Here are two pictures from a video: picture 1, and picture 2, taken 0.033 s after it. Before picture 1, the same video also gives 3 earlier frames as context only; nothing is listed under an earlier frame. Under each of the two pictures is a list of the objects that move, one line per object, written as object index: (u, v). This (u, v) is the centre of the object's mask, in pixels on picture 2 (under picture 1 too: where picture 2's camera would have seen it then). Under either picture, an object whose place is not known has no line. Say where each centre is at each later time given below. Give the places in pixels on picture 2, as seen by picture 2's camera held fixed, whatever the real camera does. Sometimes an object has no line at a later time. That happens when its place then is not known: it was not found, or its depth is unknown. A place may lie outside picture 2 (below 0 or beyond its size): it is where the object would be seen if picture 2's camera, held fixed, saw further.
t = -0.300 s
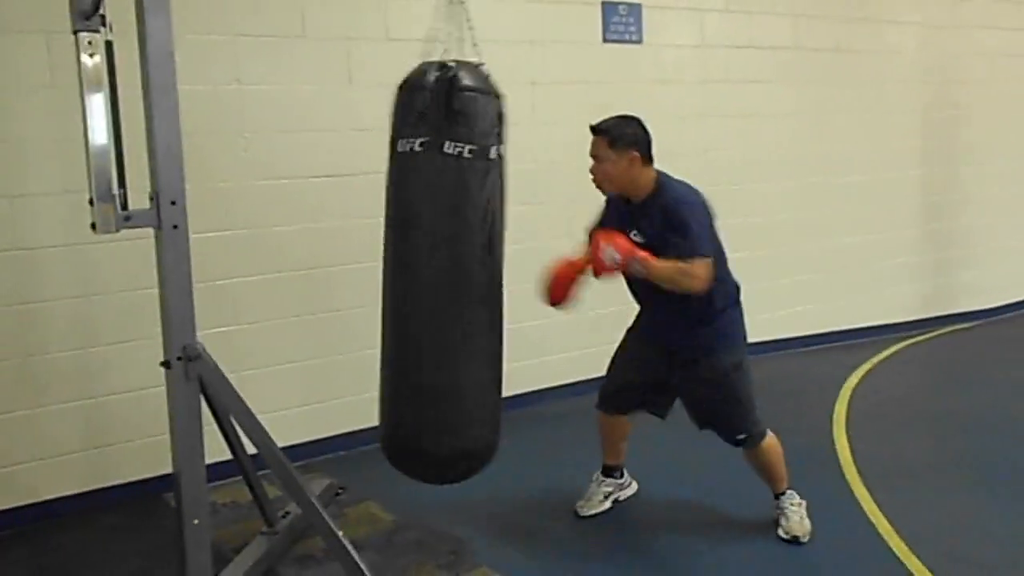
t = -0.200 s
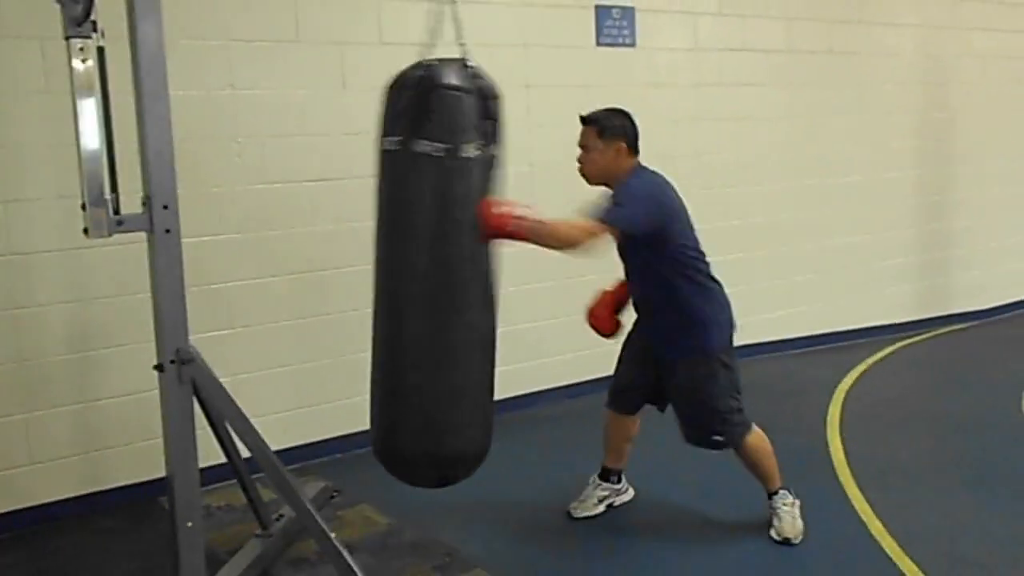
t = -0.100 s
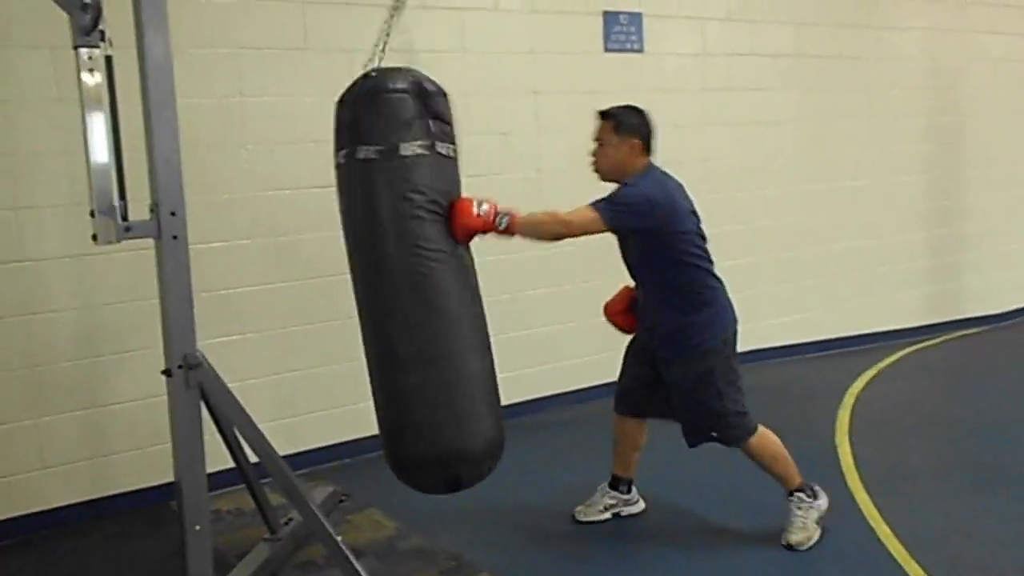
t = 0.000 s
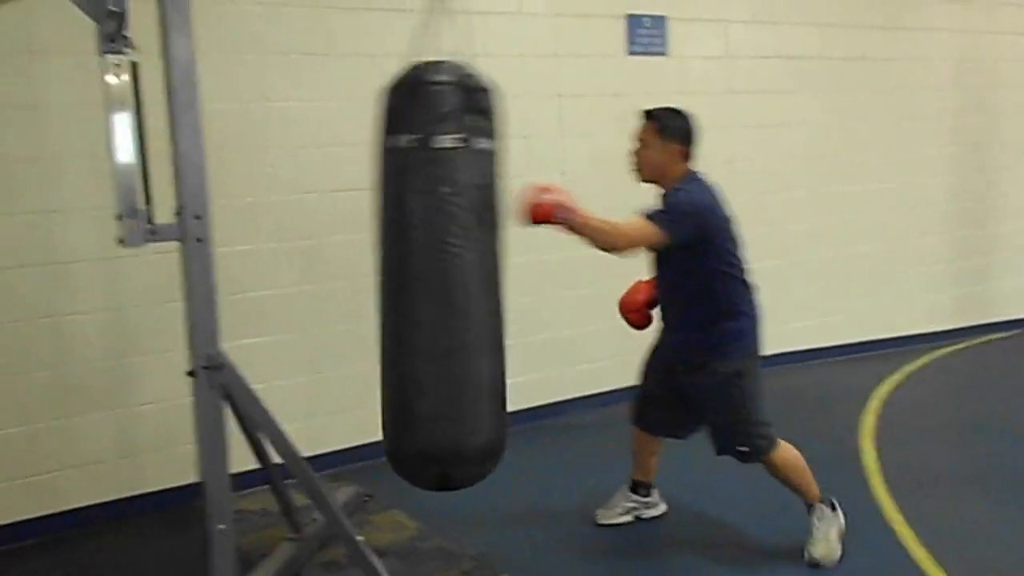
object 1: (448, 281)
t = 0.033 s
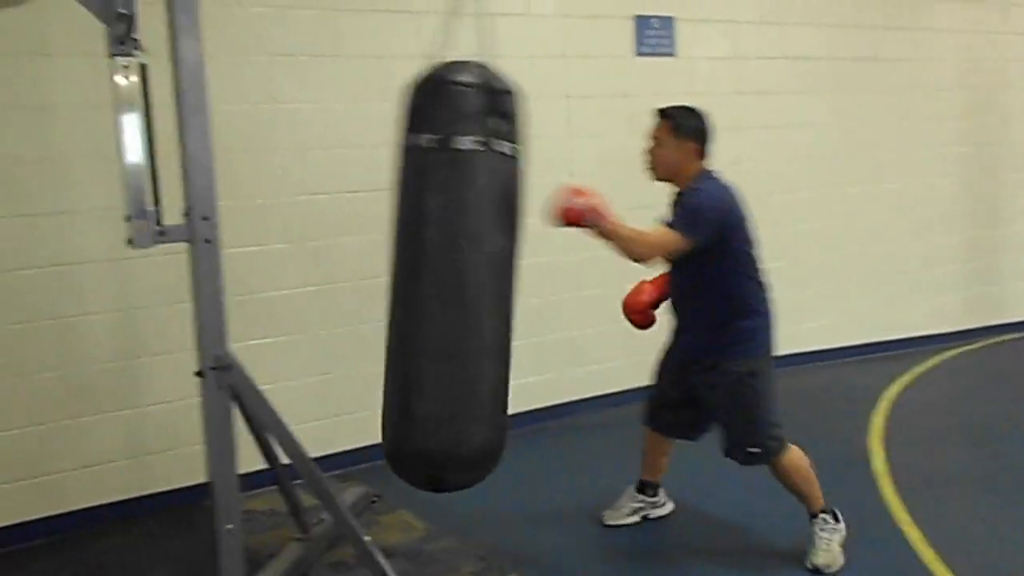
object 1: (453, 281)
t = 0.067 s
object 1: (456, 282)
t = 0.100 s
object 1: (459, 282)
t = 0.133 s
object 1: (457, 284)
